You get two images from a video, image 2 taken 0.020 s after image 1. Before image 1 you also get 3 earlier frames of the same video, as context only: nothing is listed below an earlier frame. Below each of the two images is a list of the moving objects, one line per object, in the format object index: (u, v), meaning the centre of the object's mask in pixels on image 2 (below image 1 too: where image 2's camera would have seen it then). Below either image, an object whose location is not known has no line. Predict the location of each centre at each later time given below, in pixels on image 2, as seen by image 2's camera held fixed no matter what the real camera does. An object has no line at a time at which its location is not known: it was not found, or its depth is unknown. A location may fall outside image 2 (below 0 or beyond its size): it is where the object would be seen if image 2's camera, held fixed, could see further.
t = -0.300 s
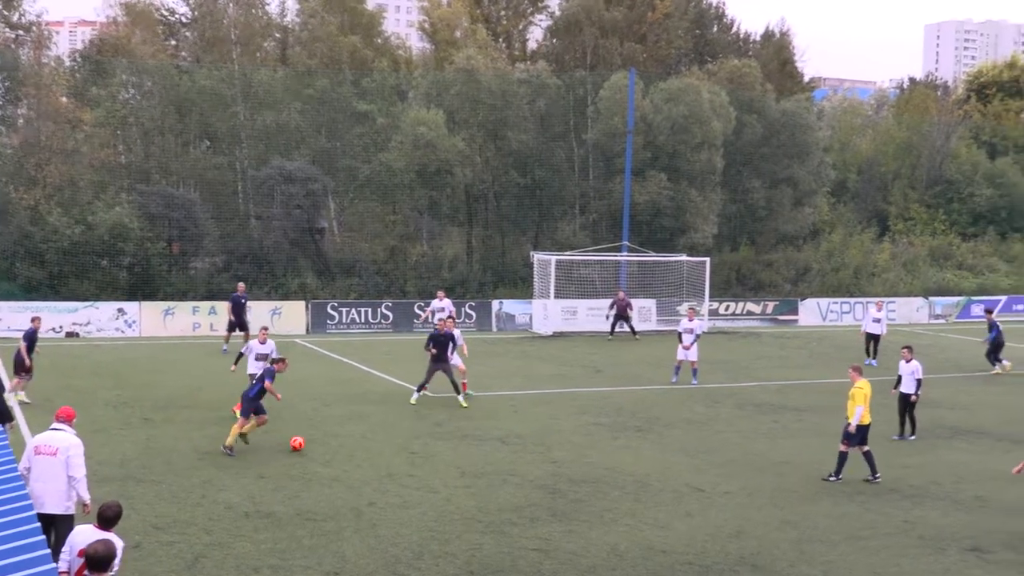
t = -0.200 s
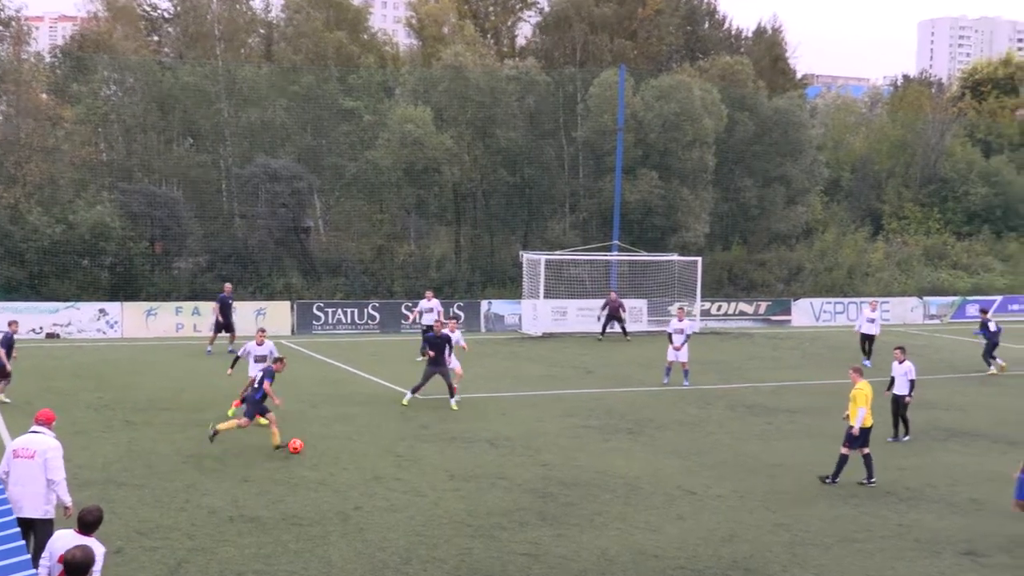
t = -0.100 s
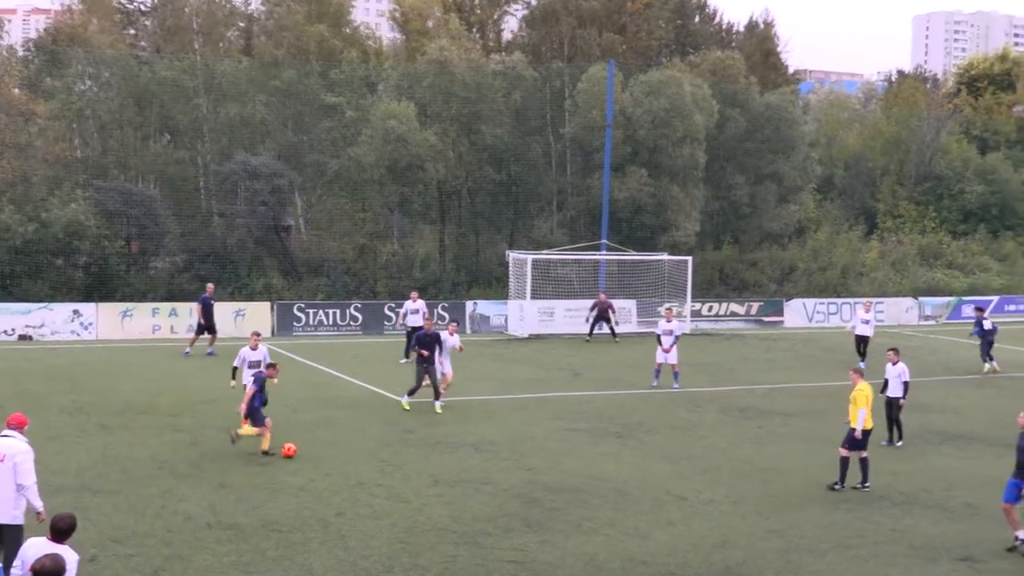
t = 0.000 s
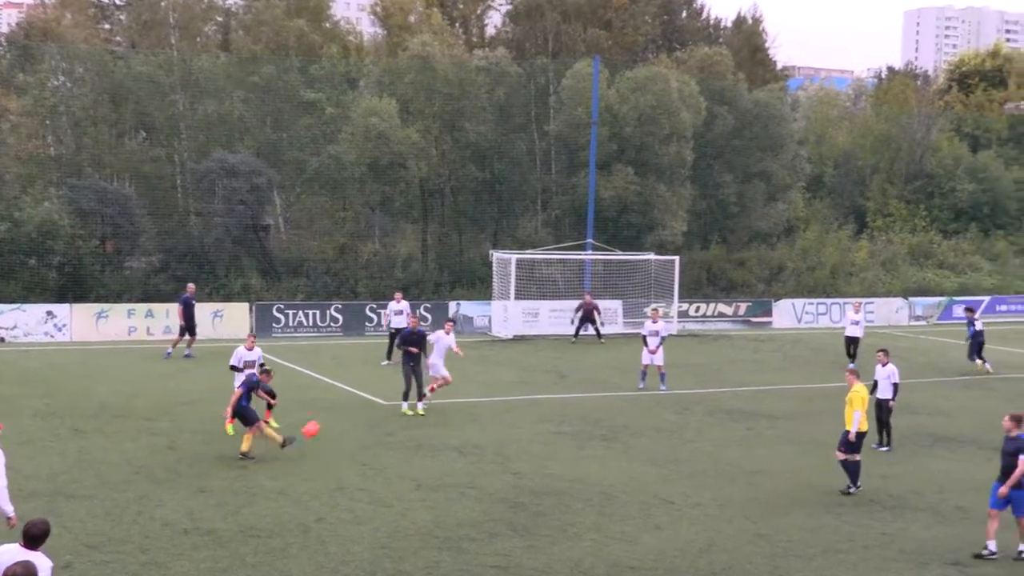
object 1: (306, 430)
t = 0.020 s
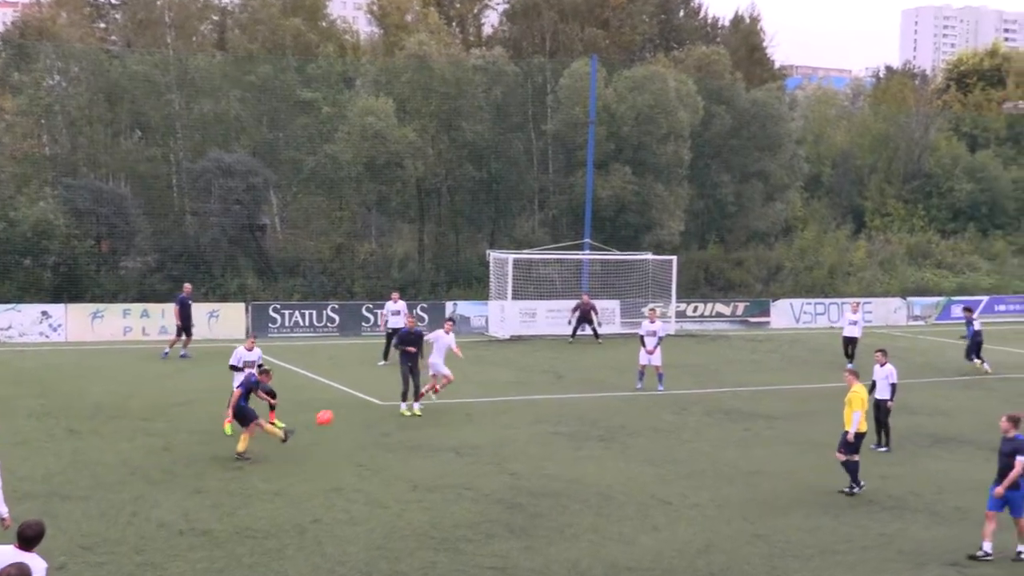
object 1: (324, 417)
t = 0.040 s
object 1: (341, 406)
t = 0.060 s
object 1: (357, 395)
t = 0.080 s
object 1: (372, 384)
